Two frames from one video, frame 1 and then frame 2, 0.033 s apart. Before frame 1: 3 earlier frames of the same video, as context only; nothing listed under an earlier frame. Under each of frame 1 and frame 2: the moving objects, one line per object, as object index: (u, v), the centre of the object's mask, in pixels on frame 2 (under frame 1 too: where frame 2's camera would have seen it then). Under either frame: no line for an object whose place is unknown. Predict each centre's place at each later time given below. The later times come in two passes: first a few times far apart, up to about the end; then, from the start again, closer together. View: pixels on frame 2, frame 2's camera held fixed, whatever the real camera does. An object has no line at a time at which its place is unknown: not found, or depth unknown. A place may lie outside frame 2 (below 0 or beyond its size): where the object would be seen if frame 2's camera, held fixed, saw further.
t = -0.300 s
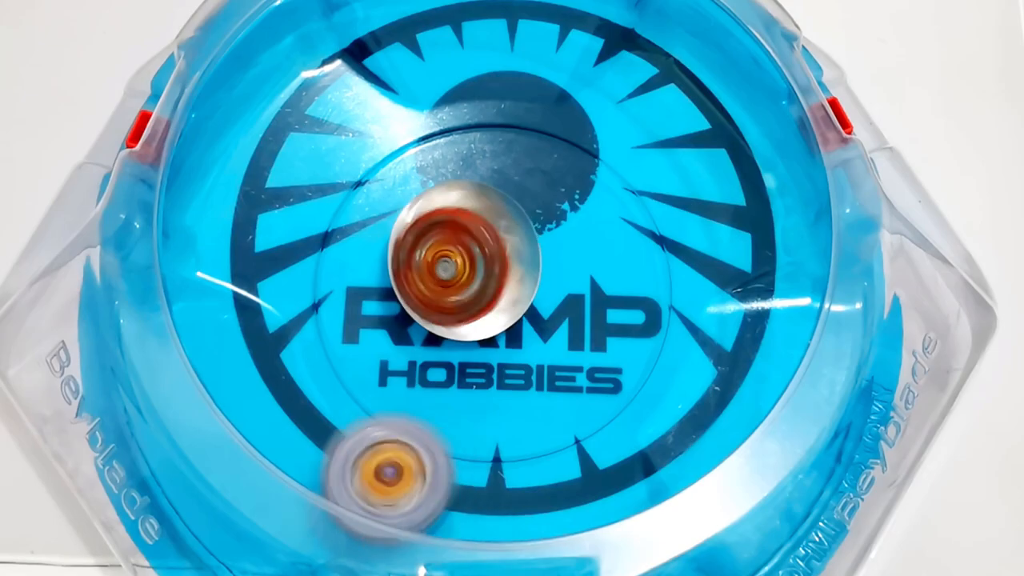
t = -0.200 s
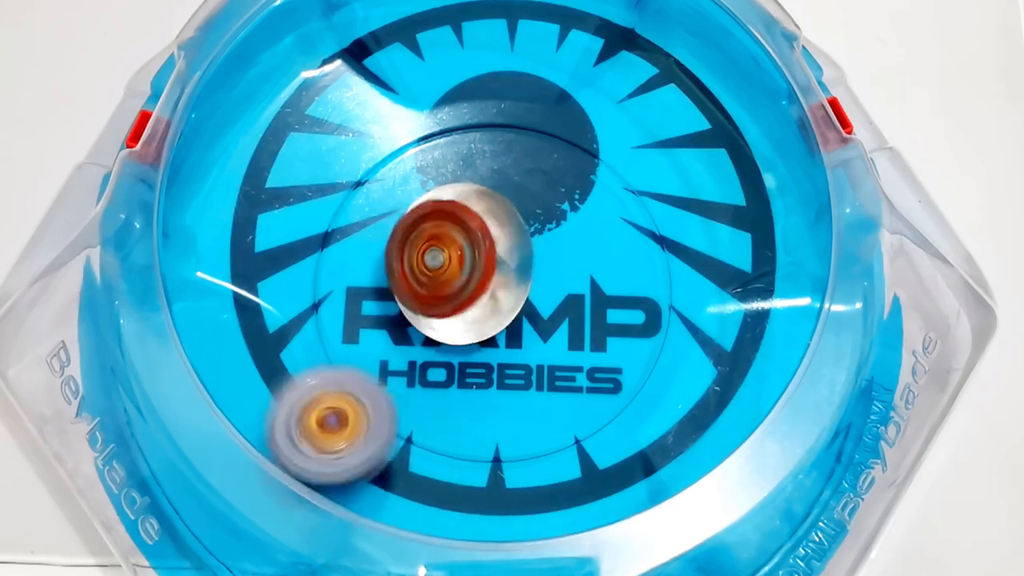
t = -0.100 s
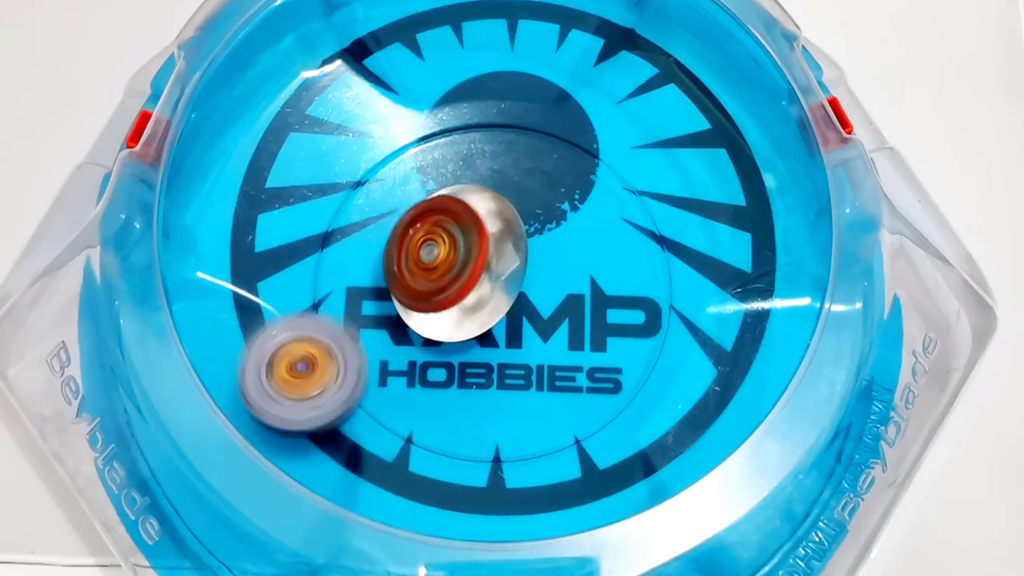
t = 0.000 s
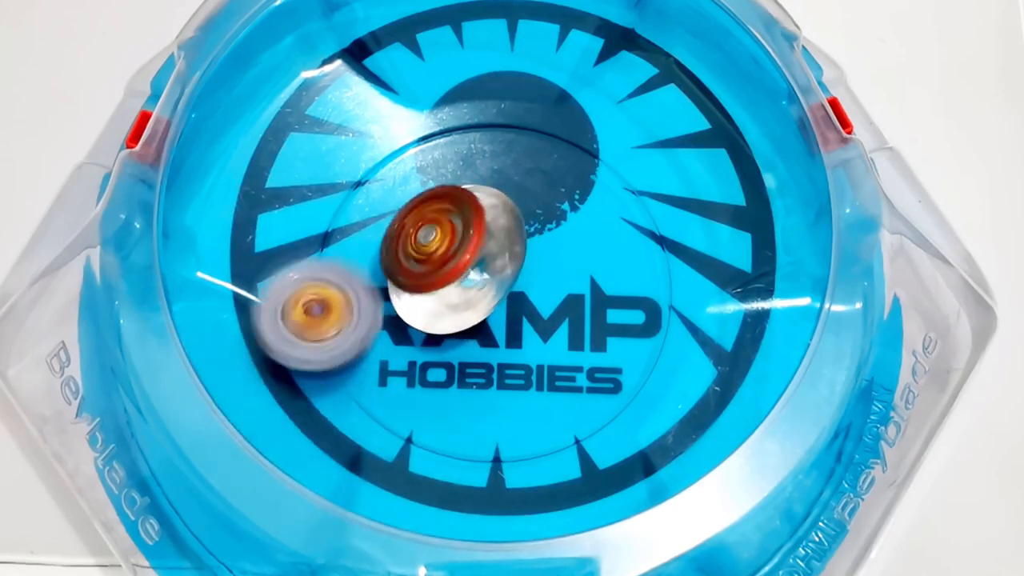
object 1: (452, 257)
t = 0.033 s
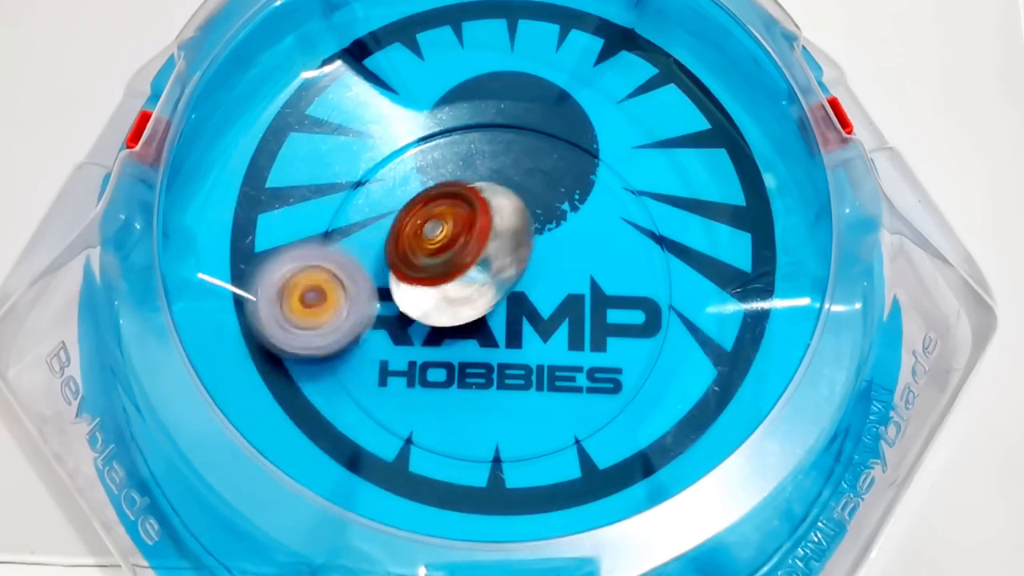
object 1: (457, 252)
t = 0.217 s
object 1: (513, 215)
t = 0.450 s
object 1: (560, 226)
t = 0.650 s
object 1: (593, 260)
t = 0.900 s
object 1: (593, 263)
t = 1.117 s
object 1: (509, 285)
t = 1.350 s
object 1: (466, 284)
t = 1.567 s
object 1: (460, 255)
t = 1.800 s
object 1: (480, 228)
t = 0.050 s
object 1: (465, 247)
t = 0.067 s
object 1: (472, 242)
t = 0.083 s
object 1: (478, 237)
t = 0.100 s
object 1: (485, 233)
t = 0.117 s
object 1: (491, 230)
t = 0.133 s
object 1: (496, 226)
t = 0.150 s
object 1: (500, 224)
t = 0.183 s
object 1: (508, 219)
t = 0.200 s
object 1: (510, 217)
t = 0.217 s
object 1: (513, 215)
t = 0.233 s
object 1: (515, 215)
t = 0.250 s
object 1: (517, 213)
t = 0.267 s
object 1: (519, 213)
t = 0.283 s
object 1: (520, 213)
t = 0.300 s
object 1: (522, 212)
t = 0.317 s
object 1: (522, 213)
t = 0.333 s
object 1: (523, 213)
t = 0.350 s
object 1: (524, 214)
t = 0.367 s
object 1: (524, 214)
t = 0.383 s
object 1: (525, 214)
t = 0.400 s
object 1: (531, 218)
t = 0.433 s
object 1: (552, 224)
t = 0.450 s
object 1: (560, 226)
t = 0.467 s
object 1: (569, 228)
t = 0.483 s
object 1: (576, 232)
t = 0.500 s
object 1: (582, 234)
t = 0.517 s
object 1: (588, 238)
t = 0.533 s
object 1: (592, 240)
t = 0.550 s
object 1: (595, 243)
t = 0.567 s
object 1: (596, 246)
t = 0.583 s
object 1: (598, 248)
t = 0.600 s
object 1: (597, 253)
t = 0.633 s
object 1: (597, 255)
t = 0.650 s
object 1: (593, 260)
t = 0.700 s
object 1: (600, 260)
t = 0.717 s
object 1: (605, 260)
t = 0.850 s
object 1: (606, 259)
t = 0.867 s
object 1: (602, 260)
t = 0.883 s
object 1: (598, 261)
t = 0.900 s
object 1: (593, 263)
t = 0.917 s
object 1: (588, 265)
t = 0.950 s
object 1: (577, 268)
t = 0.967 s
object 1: (571, 271)
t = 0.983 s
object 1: (564, 272)
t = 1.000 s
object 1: (558, 274)
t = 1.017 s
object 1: (551, 276)
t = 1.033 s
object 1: (544, 278)
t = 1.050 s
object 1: (537, 280)
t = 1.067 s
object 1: (530, 281)
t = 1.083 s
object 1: (523, 283)
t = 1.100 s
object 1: (516, 285)
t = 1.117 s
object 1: (509, 285)
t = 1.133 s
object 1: (502, 287)
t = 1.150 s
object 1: (495, 287)
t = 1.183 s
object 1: (482, 289)
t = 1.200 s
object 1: (476, 289)
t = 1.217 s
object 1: (471, 289)
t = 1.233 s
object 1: (470, 289)
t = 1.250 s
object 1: (470, 289)
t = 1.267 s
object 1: (470, 289)
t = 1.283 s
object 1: (470, 288)
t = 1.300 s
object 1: (469, 287)
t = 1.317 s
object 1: (469, 287)
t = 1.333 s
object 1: (467, 285)
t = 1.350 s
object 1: (466, 284)
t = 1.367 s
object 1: (466, 282)
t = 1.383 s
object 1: (464, 281)
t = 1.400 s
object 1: (463, 279)
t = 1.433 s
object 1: (462, 274)
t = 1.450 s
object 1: (461, 273)
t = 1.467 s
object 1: (460, 270)
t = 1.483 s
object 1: (460, 268)
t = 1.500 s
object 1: (460, 266)
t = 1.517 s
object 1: (459, 263)
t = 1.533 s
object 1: (460, 261)
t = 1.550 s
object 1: (459, 258)
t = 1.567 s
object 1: (460, 255)
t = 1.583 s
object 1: (460, 253)
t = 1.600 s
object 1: (460, 250)
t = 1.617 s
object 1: (461, 249)
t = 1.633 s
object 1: (462, 246)
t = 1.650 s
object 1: (463, 244)
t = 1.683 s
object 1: (465, 239)
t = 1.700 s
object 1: (468, 237)
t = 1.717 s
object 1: (469, 235)
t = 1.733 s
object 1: (471, 233)
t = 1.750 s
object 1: (473, 232)
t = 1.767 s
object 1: (476, 229)
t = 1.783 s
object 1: (479, 228)
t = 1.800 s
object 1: (480, 228)
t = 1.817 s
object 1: (483, 226)
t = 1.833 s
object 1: (485, 227)
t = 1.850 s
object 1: (487, 226)
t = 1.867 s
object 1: (490, 227)
